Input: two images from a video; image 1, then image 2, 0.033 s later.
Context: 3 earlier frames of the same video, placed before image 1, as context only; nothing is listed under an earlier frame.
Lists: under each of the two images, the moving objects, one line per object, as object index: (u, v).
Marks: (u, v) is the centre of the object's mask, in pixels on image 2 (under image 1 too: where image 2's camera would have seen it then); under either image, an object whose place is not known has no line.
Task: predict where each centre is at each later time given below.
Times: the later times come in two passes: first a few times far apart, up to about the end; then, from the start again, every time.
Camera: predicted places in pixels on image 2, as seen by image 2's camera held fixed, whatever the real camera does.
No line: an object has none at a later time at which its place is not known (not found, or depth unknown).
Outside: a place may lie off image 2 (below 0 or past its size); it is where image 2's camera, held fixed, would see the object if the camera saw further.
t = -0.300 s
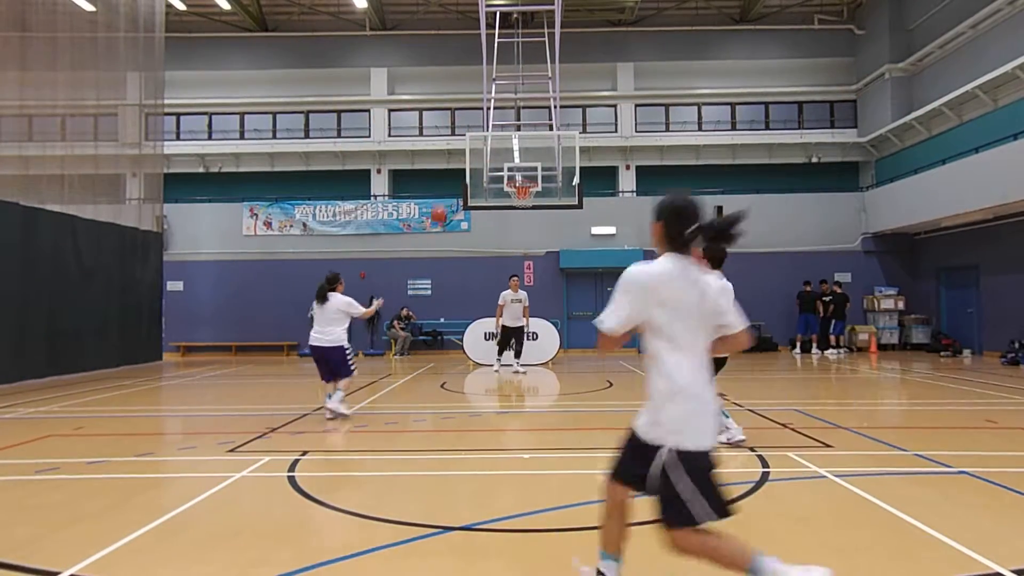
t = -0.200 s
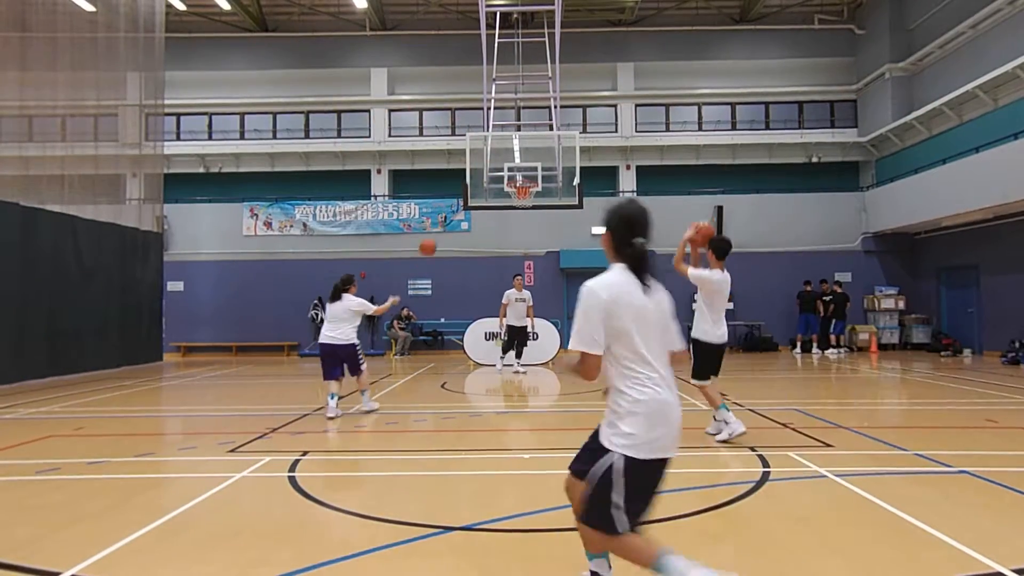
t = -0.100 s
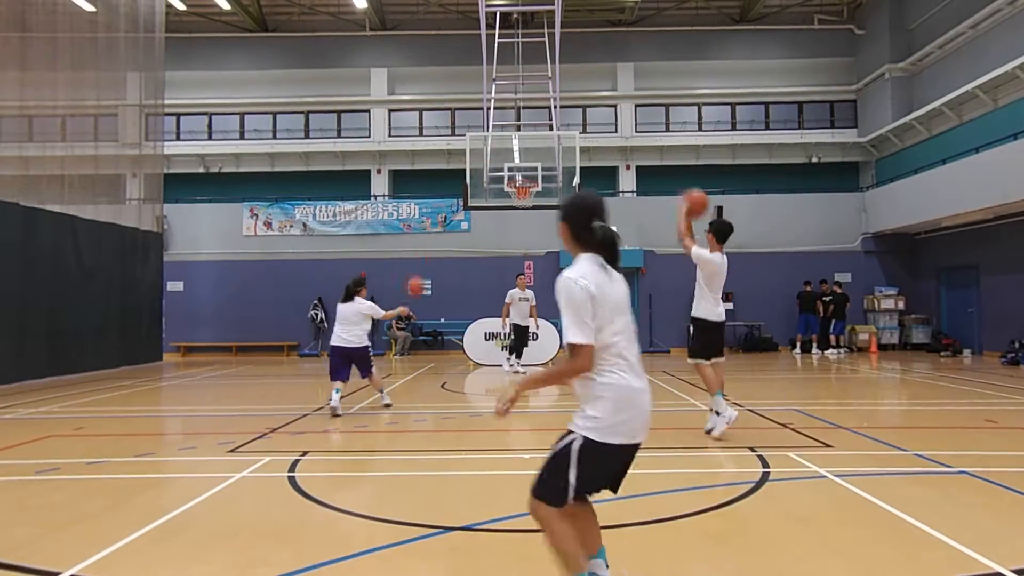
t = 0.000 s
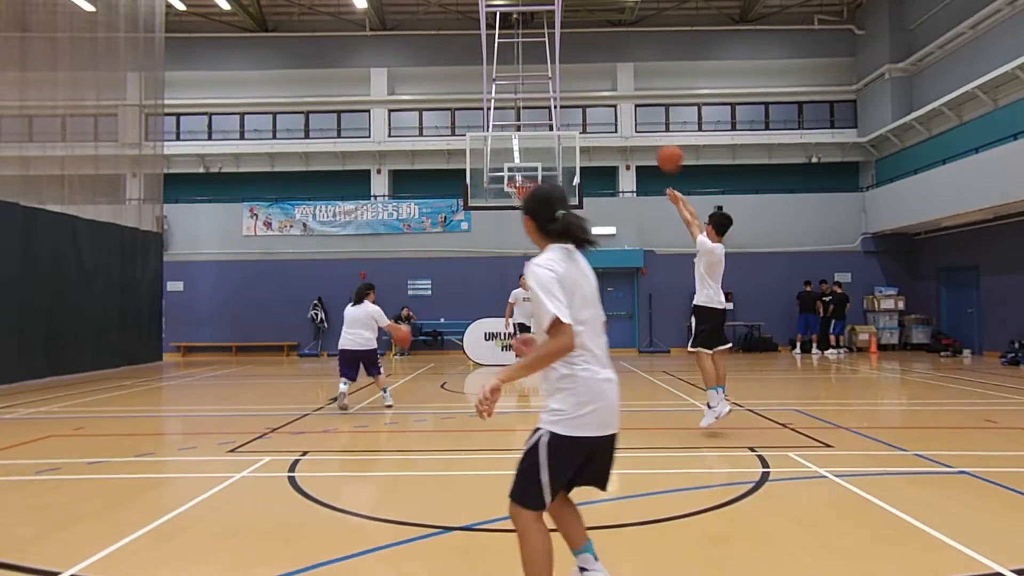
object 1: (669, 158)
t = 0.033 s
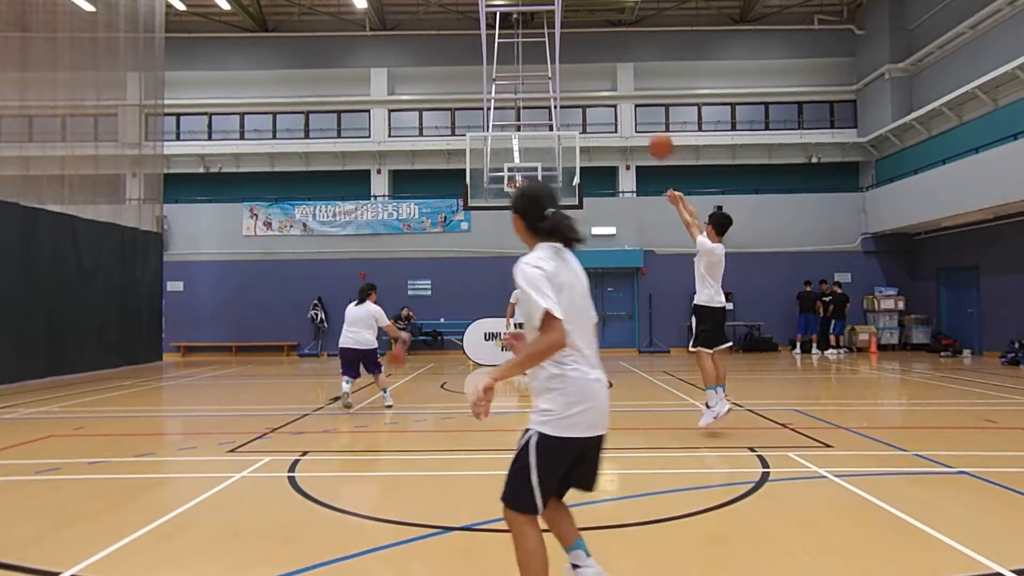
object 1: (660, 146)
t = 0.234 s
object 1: (615, 103)
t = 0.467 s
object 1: (576, 103)
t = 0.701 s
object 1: (547, 139)
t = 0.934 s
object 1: (535, 164)
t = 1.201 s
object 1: (543, 162)
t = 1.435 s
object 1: (551, 198)
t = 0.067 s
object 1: (652, 135)
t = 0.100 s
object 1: (644, 125)
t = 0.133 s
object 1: (636, 118)
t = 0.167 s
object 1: (629, 113)
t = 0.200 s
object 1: (622, 107)
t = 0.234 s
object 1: (615, 103)
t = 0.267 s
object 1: (609, 100)
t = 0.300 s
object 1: (603, 98)
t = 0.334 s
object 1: (597, 97)
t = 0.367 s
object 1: (591, 97)
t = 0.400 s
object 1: (586, 98)
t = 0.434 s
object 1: (581, 100)
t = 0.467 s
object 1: (576, 103)
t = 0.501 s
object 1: (572, 106)
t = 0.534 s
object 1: (567, 110)
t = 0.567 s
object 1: (563, 114)
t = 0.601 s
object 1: (558, 120)
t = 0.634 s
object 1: (554, 125)
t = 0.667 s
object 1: (550, 132)
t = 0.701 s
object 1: (547, 139)
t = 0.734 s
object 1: (543, 147)
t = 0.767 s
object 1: (540, 155)
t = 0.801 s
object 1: (536, 163)
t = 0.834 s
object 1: (533, 173)
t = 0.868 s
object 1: (533, 172)
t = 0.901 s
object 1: (534, 167)
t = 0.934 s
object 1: (535, 164)
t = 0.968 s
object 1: (536, 161)
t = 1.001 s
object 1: (537, 159)
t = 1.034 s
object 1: (538, 158)
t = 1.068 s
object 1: (539, 158)
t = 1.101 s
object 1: (541, 158)
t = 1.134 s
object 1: (541, 158)
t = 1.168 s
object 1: (542, 160)
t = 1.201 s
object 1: (543, 162)
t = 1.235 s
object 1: (545, 165)
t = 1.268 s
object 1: (545, 169)
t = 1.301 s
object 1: (547, 173)
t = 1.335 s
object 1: (547, 178)
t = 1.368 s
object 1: (549, 184)
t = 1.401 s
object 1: (550, 190)
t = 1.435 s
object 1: (551, 198)
